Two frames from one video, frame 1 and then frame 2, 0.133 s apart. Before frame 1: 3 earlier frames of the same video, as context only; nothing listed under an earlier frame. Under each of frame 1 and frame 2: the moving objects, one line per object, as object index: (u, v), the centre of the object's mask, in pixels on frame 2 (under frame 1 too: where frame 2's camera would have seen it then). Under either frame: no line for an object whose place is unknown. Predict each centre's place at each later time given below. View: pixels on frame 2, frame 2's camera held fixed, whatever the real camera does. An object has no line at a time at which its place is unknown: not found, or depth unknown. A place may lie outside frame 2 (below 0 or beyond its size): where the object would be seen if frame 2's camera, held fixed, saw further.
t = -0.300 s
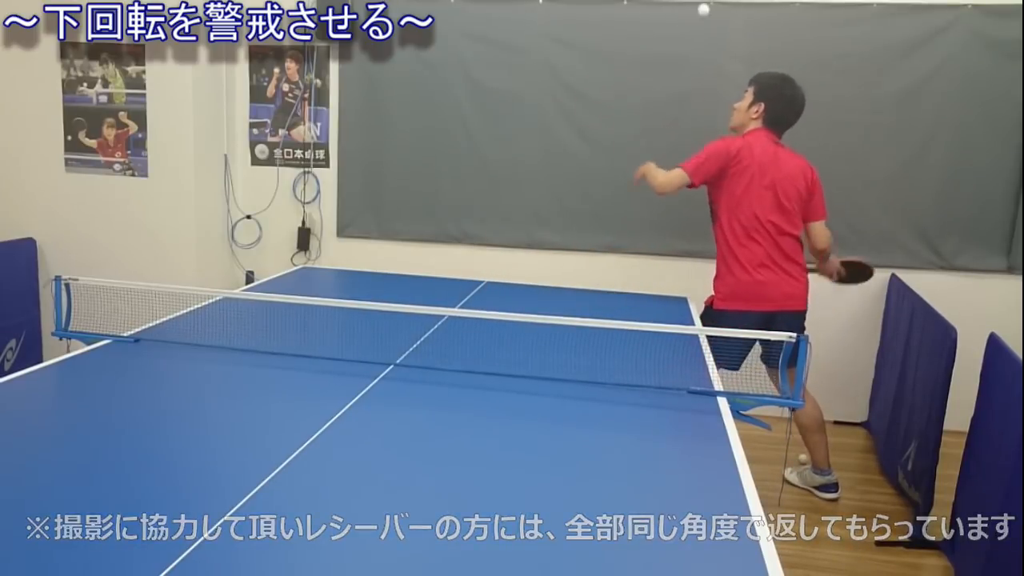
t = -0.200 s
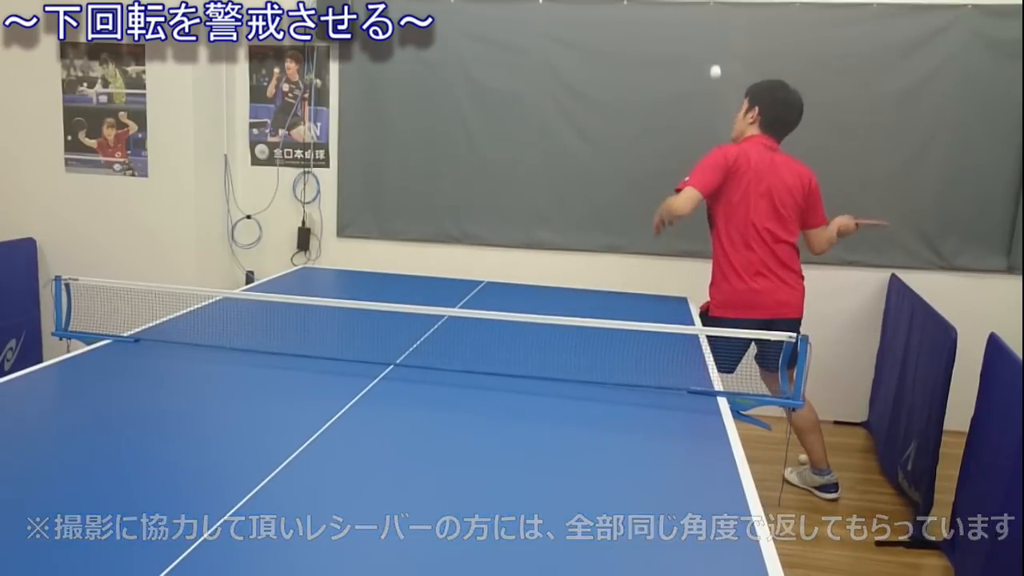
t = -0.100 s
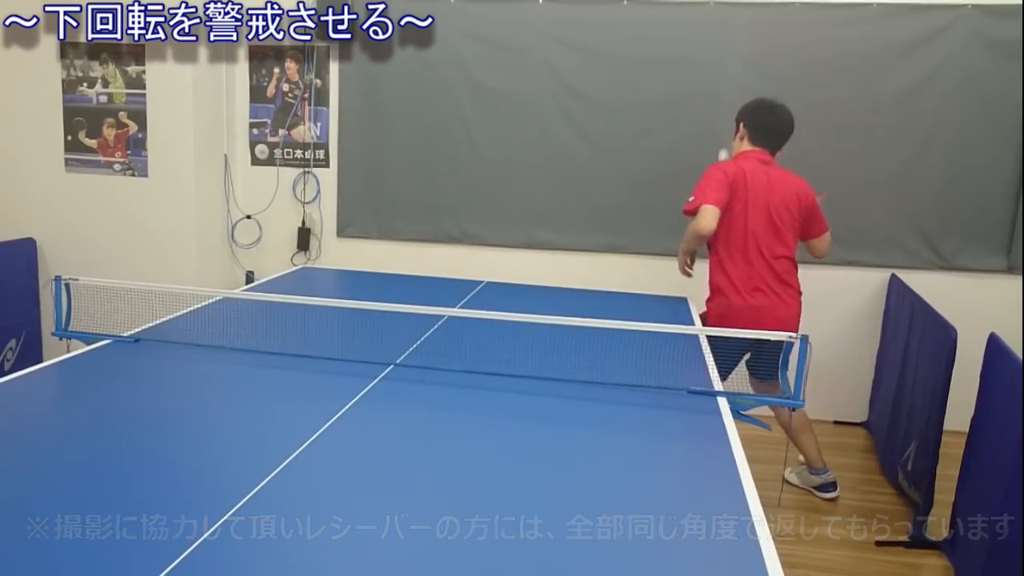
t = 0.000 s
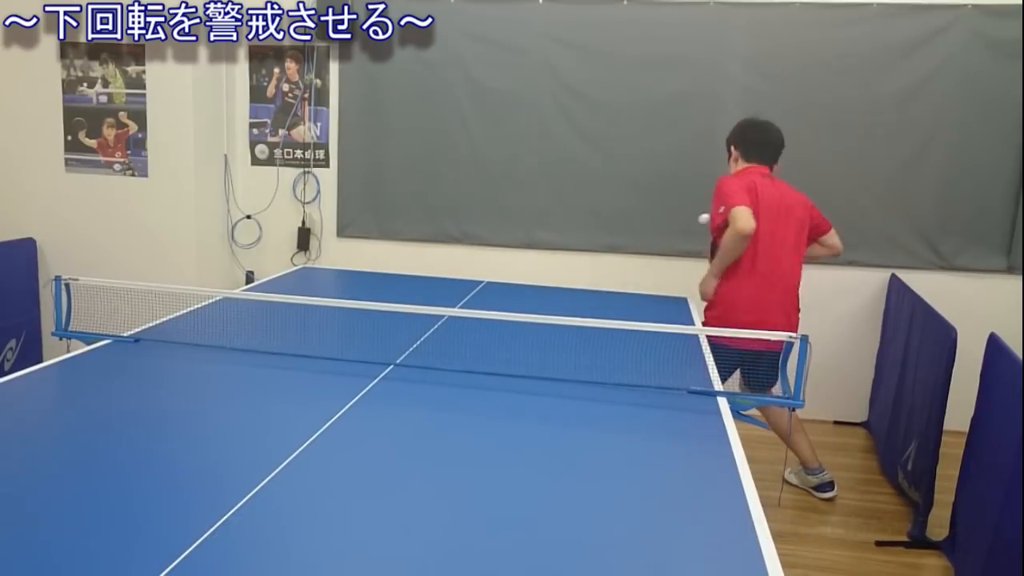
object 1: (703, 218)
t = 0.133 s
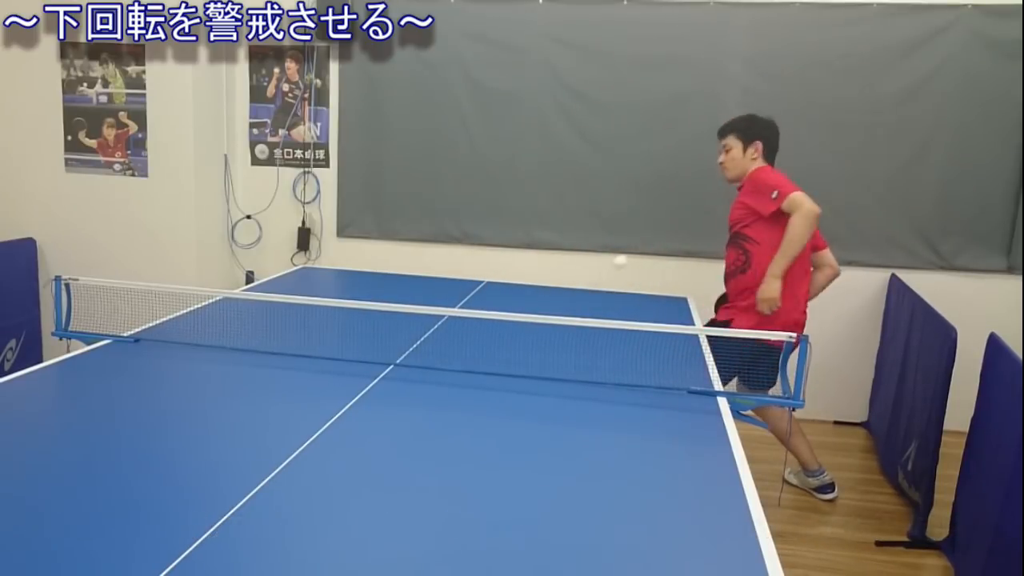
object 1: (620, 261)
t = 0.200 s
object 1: (567, 303)
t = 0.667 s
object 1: (91, 387)
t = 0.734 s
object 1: (10, 360)
